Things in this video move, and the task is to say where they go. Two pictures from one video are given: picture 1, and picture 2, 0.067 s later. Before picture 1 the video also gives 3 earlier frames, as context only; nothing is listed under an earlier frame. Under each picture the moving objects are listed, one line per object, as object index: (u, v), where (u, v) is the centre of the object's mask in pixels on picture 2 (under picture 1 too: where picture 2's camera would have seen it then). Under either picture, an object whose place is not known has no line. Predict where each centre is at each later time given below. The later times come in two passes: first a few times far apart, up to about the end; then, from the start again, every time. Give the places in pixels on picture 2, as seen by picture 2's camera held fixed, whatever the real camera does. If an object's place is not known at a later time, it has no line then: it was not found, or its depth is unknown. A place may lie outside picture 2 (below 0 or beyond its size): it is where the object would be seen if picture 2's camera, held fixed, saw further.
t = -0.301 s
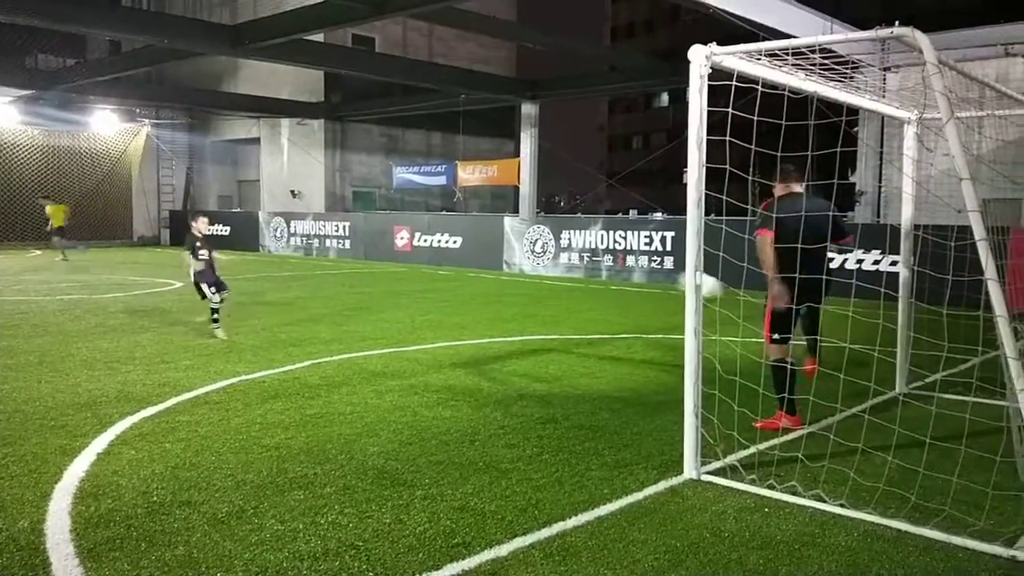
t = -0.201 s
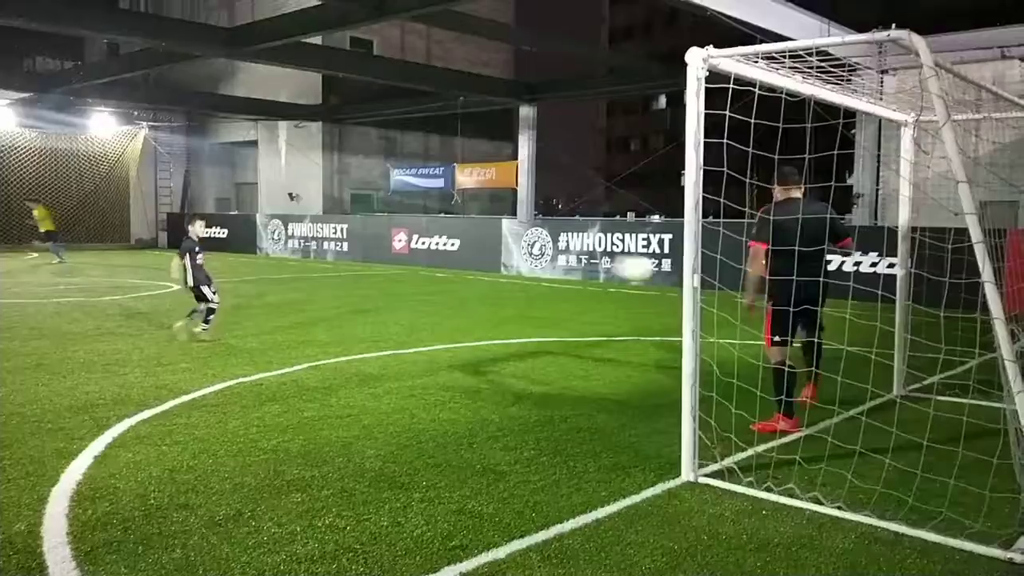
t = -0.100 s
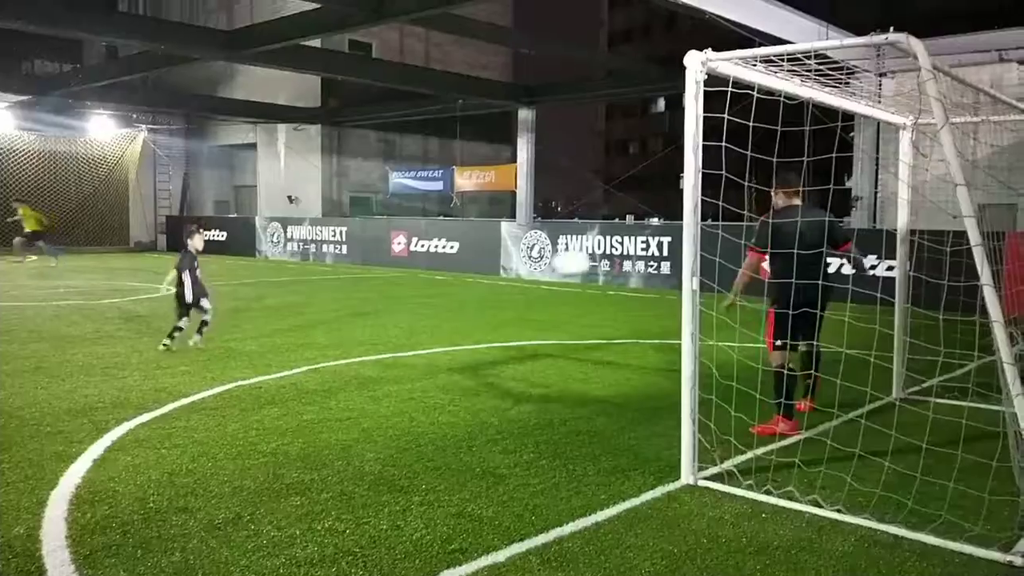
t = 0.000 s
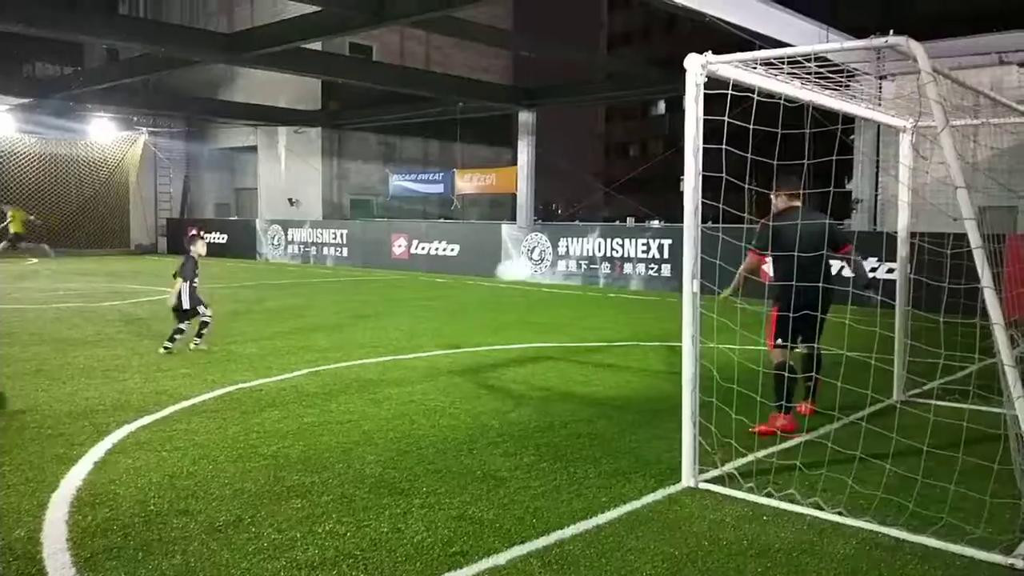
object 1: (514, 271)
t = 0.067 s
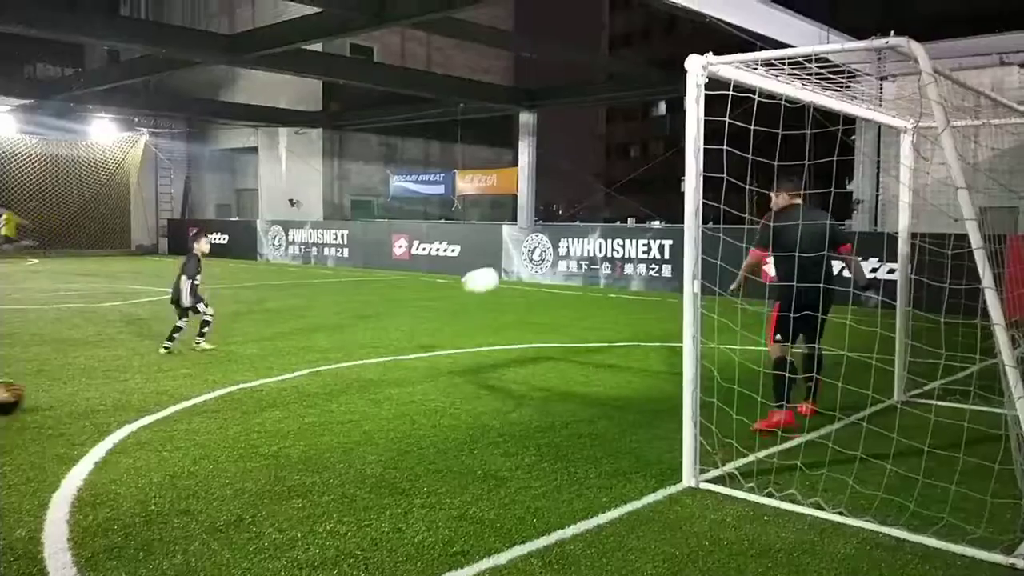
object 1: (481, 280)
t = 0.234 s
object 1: (399, 326)
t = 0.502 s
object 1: (332, 310)
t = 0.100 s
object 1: (464, 287)
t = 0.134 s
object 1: (447, 295)
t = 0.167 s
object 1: (430, 304)
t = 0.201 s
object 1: (414, 314)
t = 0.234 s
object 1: (399, 326)
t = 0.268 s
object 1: (383, 338)
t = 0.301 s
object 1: (369, 348)
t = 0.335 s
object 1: (360, 344)
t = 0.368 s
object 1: (355, 335)
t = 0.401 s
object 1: (348, 326)
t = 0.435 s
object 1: (342, 320)
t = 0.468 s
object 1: (337, 315)
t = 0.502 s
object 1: (332, 310)
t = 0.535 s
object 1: (326, 307)
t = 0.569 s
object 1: (321, 305)
